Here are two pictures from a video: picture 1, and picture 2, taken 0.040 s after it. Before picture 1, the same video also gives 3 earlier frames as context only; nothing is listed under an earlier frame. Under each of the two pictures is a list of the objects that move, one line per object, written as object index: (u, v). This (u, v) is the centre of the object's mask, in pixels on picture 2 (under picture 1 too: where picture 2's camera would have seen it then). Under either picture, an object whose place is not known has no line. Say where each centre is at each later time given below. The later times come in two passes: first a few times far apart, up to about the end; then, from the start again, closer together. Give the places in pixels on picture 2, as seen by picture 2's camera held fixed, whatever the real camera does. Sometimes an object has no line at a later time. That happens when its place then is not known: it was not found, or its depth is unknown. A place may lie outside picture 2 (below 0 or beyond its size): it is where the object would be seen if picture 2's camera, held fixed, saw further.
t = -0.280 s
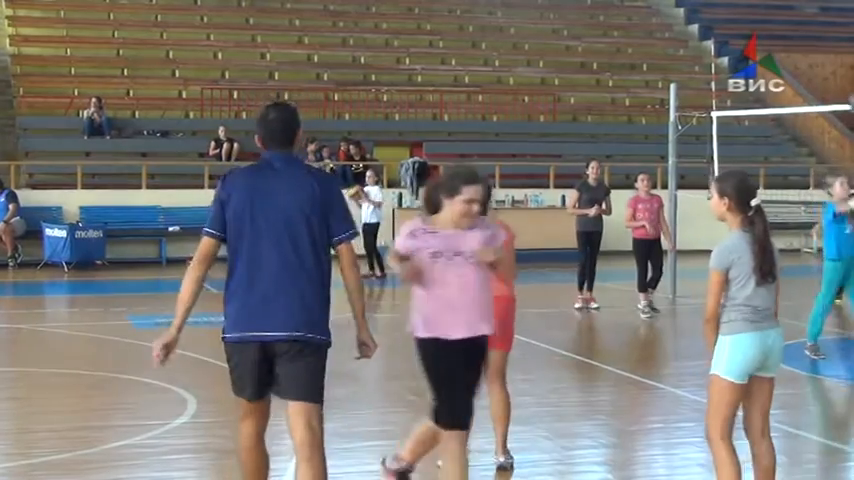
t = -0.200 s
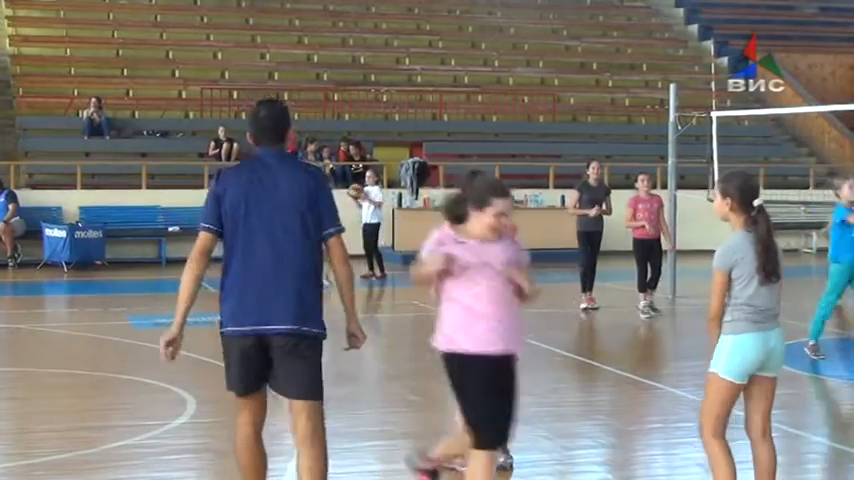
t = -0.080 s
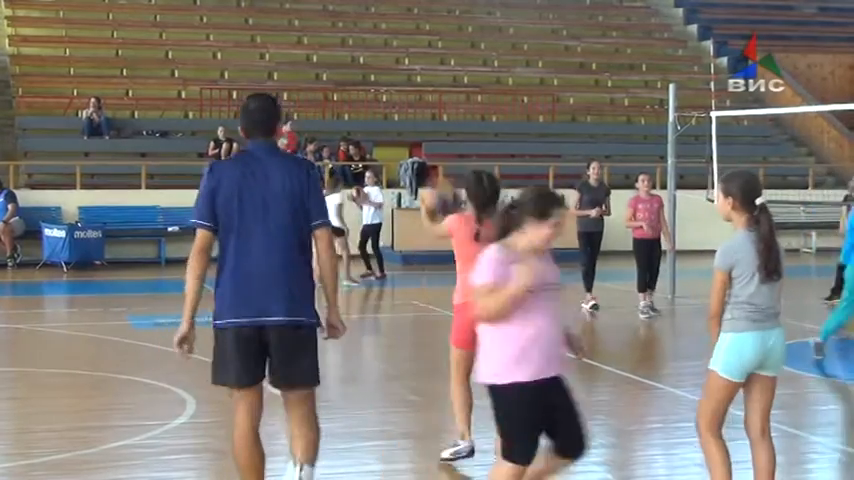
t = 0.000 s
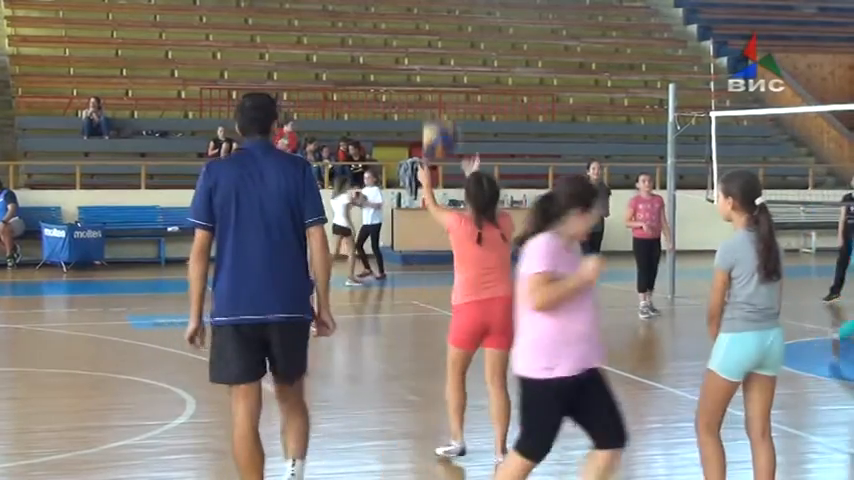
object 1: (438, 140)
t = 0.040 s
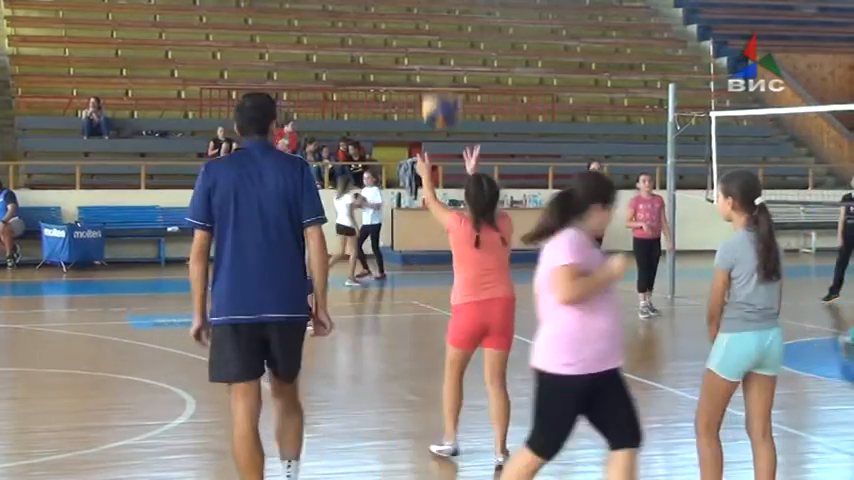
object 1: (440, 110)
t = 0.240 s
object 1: (438, 13)
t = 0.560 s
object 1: (433, 9)
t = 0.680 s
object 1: (430, 47)
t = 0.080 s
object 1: (438, 85)
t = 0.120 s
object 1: (439, 63)
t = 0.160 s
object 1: (439, 42)
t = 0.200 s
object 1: (439, 26)
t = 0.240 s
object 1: (438, 13)
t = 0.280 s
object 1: (438, 8)
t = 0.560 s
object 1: (433, 9)
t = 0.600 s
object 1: (434, 16)
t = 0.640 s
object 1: (432, 31)
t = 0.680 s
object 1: (430, 47)
